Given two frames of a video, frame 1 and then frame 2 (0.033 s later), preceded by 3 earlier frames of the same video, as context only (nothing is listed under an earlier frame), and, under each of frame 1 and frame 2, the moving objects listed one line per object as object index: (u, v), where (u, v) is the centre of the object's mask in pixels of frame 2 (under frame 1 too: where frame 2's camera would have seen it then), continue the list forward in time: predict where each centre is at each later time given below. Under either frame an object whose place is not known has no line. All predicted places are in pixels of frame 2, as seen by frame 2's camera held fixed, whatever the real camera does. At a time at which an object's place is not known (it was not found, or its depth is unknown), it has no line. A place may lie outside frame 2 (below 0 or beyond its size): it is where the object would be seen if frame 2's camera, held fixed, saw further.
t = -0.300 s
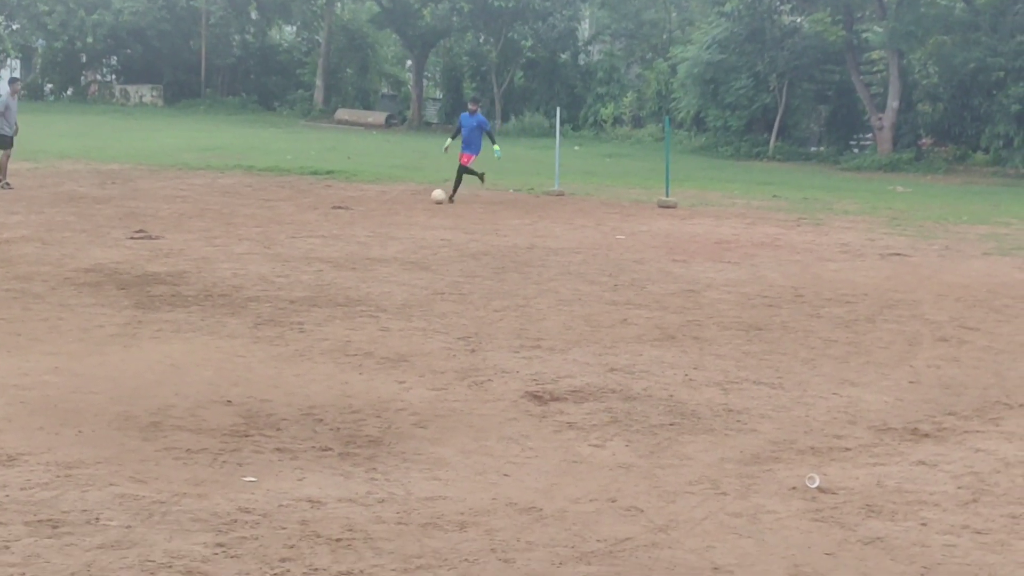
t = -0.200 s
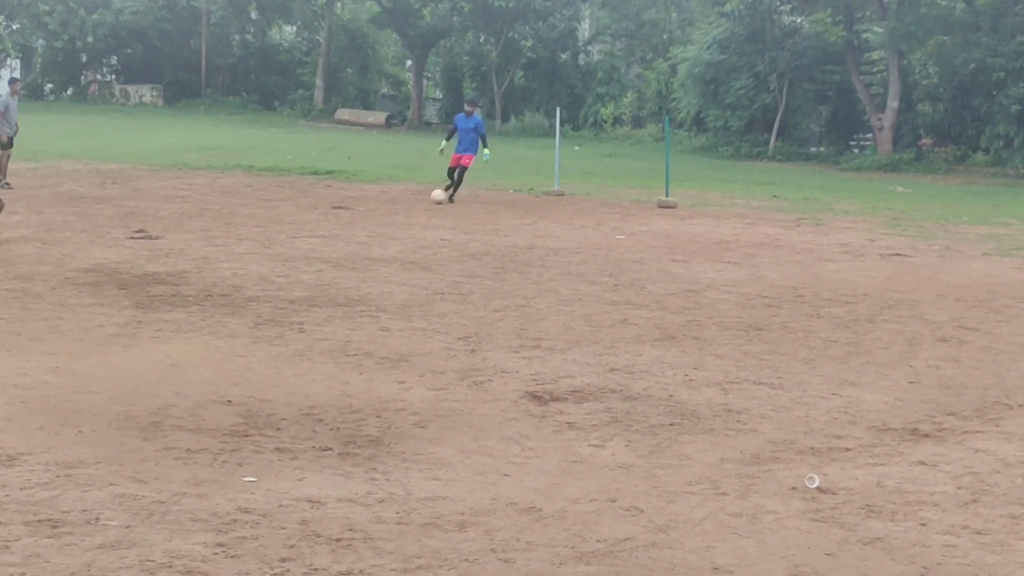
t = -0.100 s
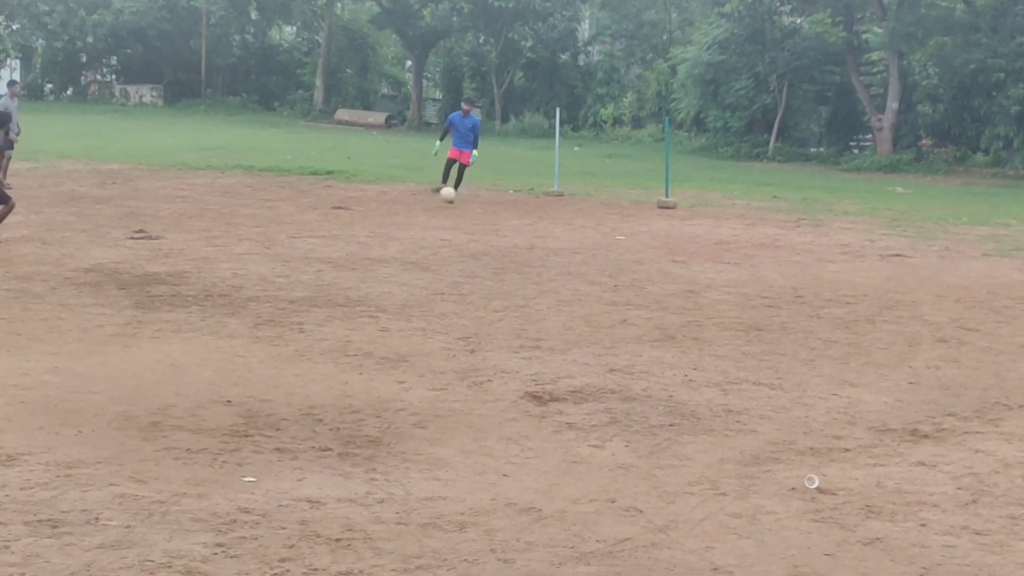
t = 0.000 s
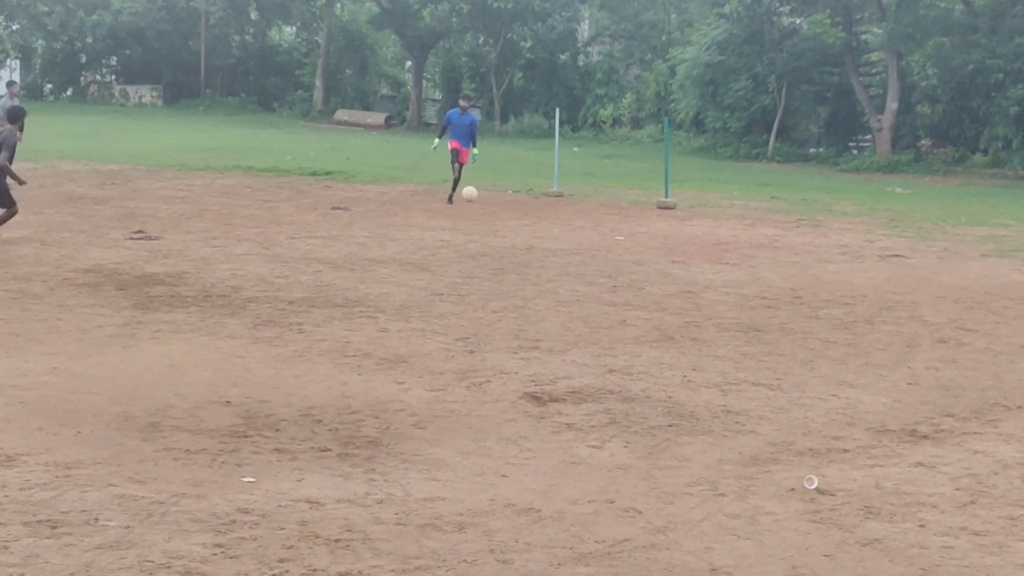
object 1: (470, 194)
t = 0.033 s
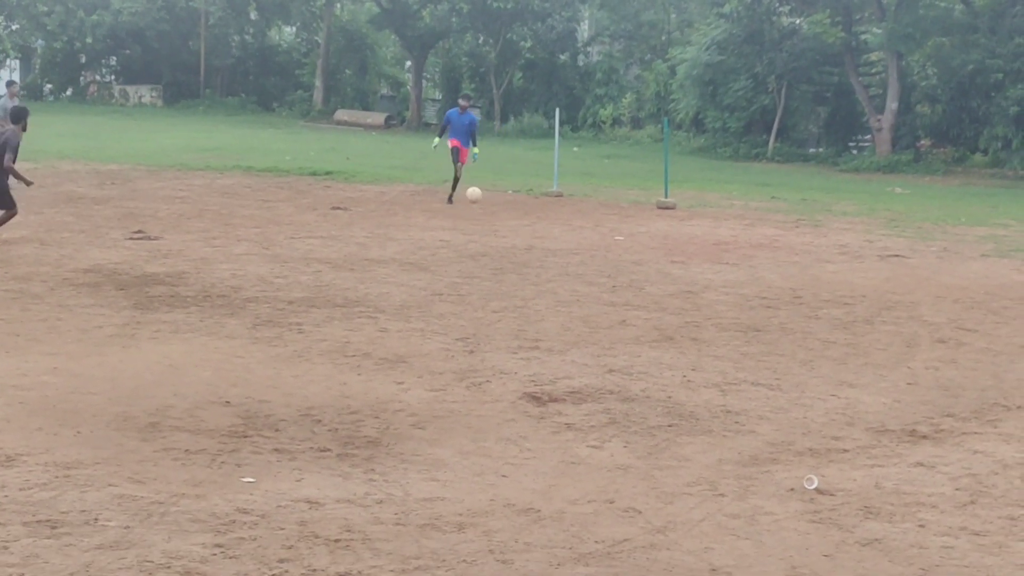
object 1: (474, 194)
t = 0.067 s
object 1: (478, 195)
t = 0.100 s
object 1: (486, 199)
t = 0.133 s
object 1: (495, 204)
